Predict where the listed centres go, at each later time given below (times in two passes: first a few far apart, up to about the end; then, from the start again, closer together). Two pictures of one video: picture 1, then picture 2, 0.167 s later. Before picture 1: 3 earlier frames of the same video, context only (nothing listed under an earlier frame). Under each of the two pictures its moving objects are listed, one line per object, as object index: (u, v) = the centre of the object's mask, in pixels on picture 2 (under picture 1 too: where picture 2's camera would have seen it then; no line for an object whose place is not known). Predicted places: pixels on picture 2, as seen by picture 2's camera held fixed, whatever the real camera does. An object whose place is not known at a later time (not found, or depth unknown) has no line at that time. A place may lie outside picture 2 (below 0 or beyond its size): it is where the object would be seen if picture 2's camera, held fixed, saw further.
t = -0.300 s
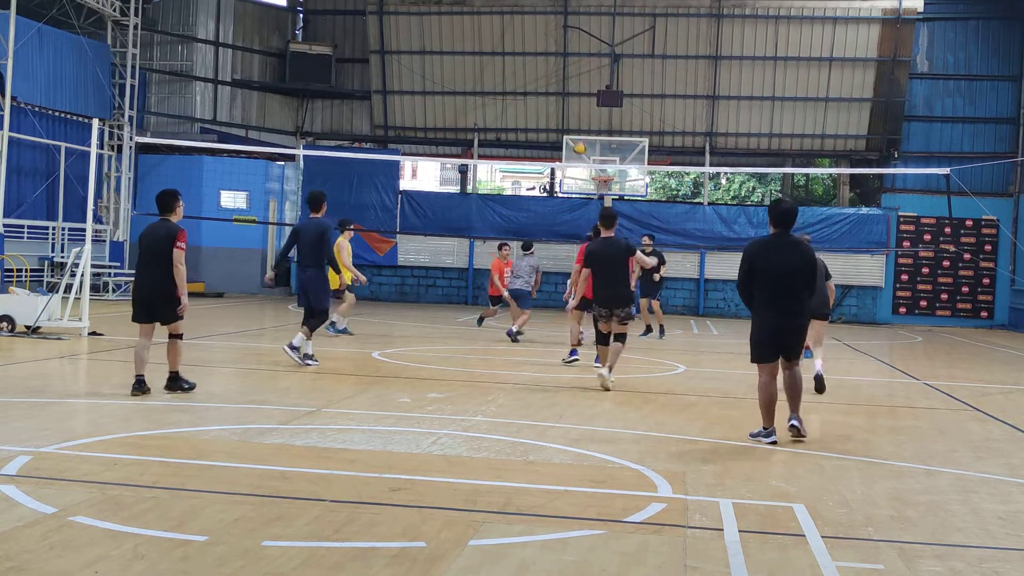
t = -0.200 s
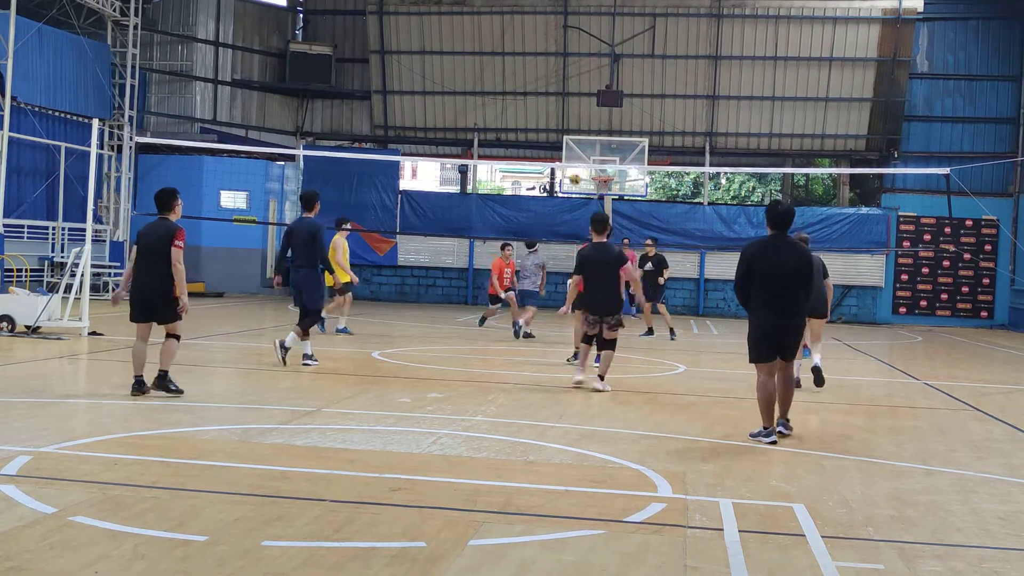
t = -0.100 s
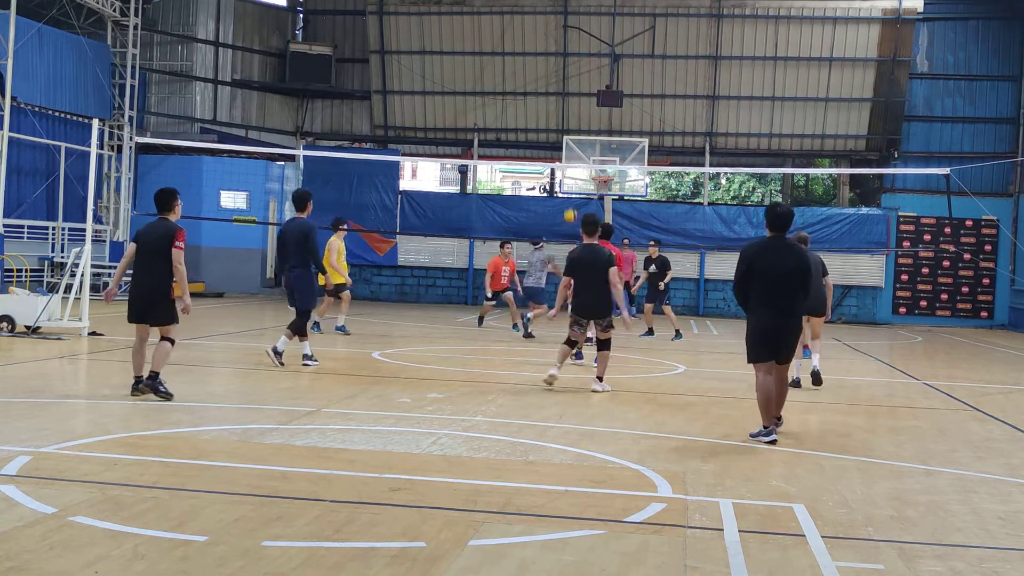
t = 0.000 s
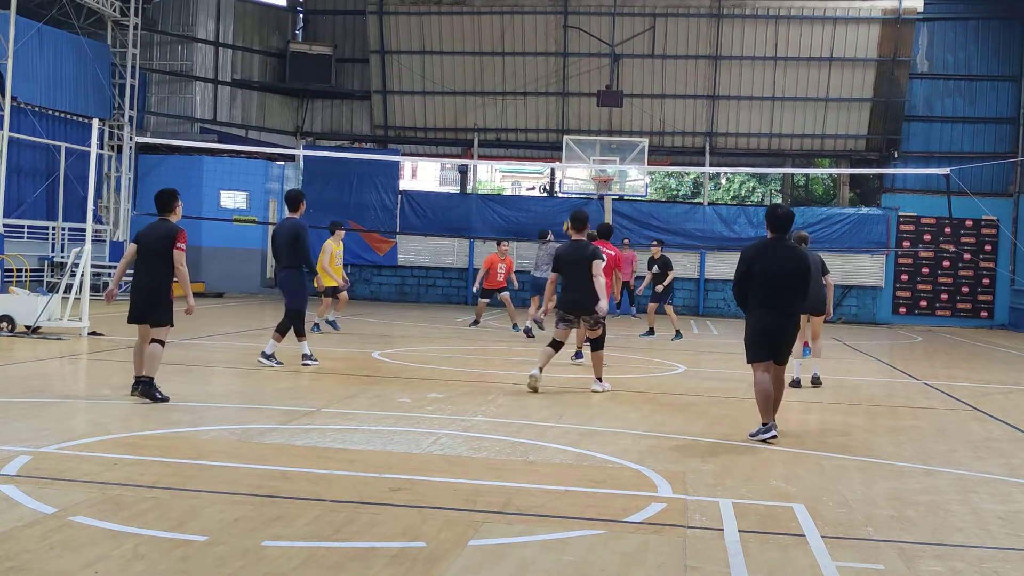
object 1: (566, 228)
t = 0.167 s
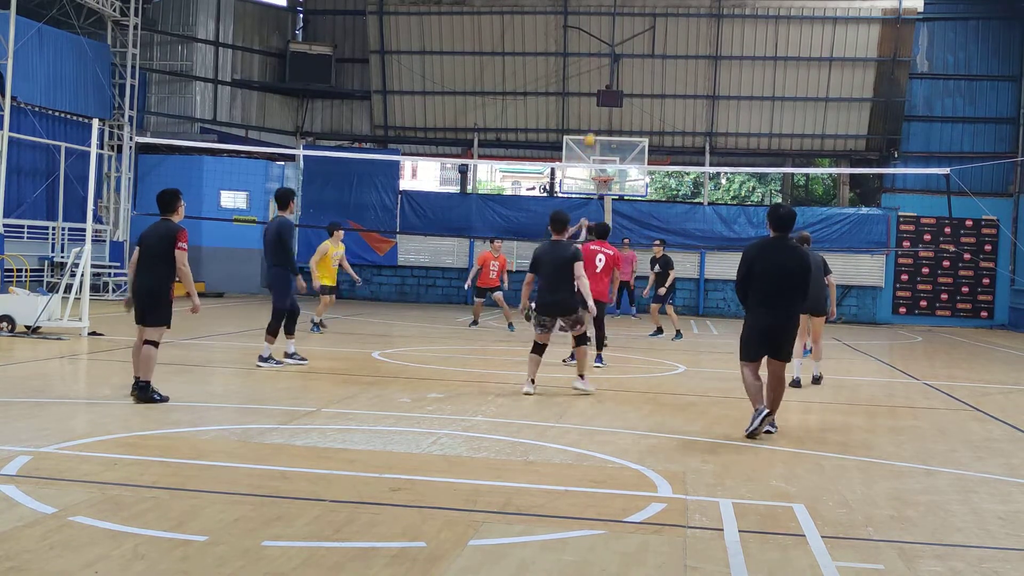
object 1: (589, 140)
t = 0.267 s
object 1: (598, 97)
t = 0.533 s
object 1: (623, 16)
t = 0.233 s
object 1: (595, 112)
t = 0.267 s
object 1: (598, 97)
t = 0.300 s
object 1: (602, 86)
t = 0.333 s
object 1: (605, 74)
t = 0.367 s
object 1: (608, 62)
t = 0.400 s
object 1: (611, 52)
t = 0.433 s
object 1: (614, 42)
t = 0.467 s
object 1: (617, 33)
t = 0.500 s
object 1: (620, 24)
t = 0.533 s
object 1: (623, 16)
